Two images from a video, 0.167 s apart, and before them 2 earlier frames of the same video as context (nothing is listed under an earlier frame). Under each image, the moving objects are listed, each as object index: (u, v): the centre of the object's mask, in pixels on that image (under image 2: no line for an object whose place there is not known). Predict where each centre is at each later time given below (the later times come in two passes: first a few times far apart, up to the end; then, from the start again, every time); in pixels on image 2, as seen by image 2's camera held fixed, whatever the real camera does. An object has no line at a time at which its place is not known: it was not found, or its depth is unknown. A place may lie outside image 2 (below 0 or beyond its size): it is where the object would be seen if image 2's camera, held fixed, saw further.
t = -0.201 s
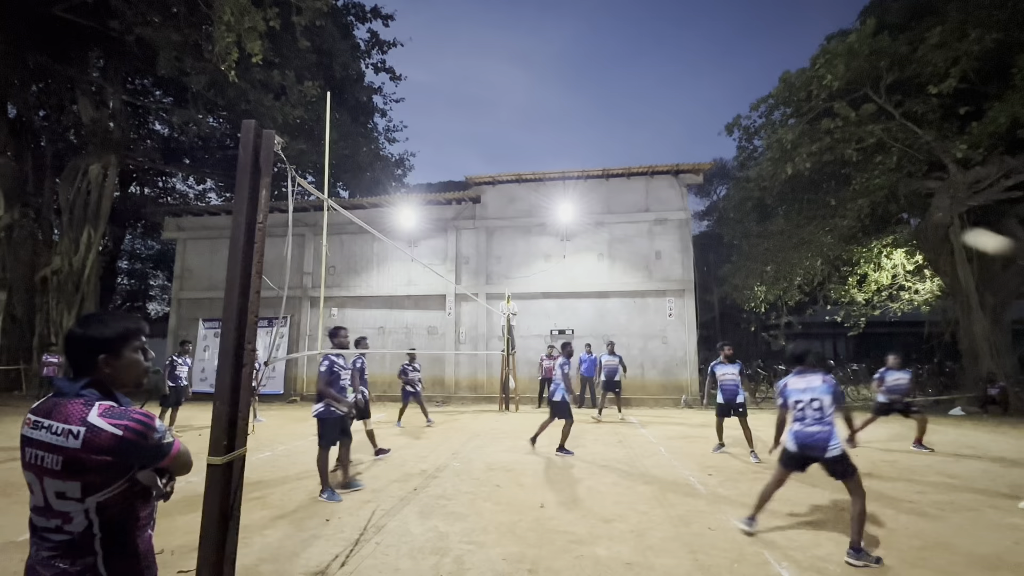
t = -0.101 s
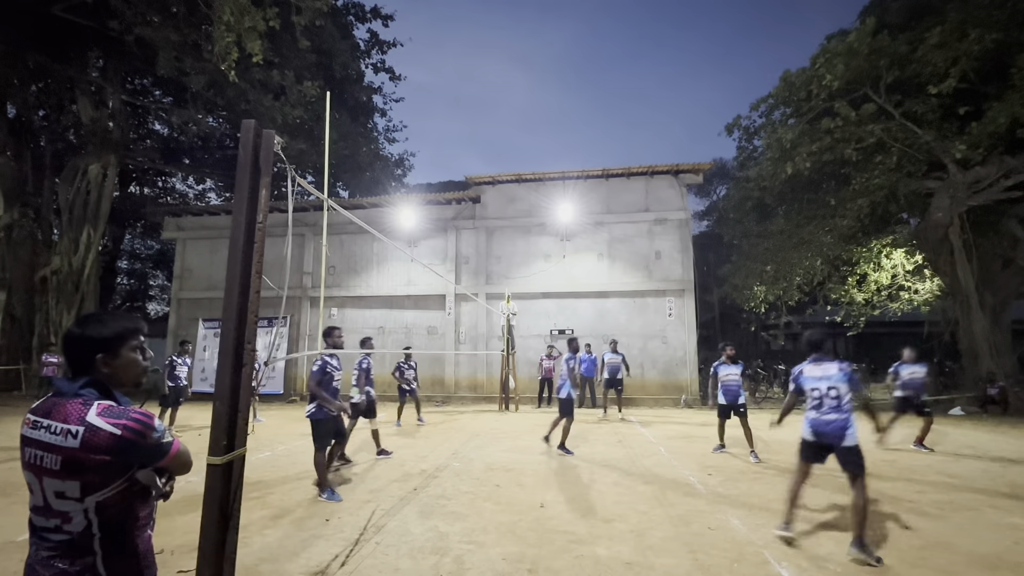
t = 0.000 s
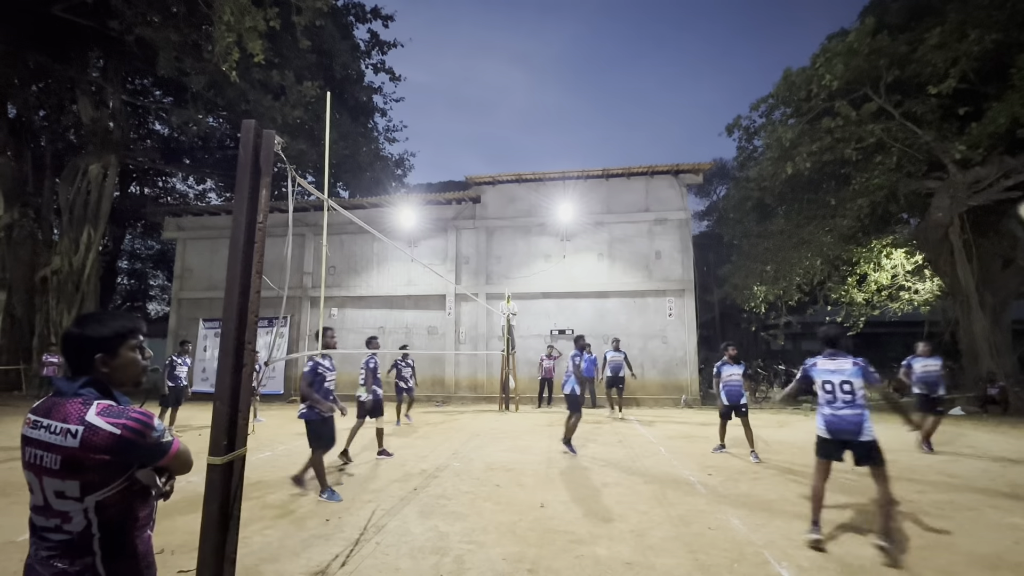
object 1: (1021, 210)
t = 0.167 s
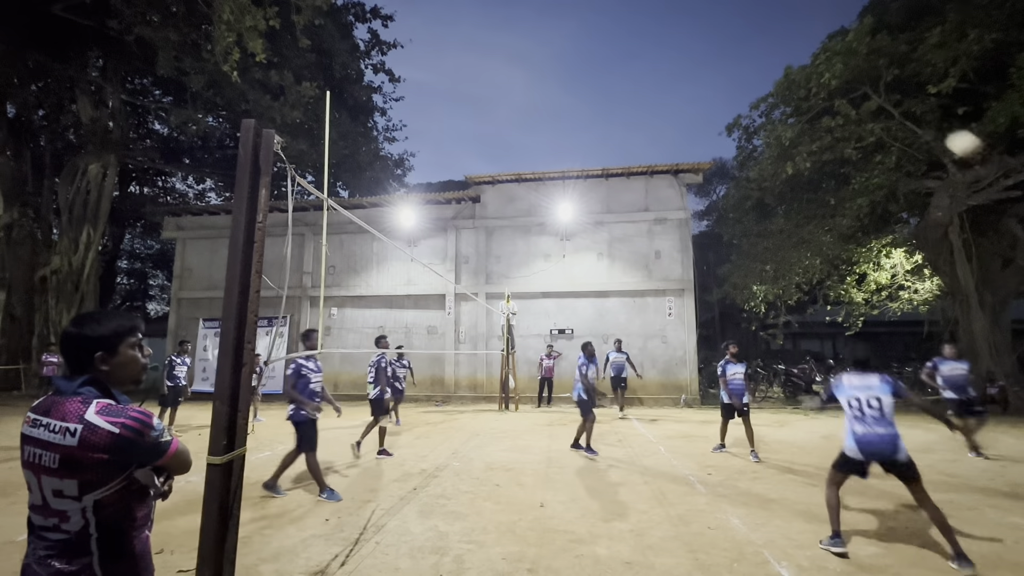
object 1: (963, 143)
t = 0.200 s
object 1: (949, 133)
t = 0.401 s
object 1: (877, 99)
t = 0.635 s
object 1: (807, 104)
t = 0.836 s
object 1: (759, 139)
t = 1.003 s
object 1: (722, 187)
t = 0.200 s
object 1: (949, 133)
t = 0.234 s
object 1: (936, 124)
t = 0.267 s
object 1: (924, 117)
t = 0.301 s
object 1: (911, 111)
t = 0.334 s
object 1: (899, 106)
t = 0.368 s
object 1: (888, 102)
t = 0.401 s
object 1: (877, 99)
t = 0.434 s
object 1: (867, 97)
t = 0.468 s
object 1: (856, 96)
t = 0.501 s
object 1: (845, 96)
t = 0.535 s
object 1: (836, 97)
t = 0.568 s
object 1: (826, 98)
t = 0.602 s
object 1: (816, 101)
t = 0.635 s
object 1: (807, 104)
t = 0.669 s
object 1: (799, 108)
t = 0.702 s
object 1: (790, 112)
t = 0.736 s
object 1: (782, 118)
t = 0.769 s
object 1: (774, 125)
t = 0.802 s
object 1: (766, 132)
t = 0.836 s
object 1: (759, 139)
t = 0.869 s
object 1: (751, 147)
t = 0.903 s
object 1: (743, 157)
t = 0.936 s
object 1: (736, 166)
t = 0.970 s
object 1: (729, 175)
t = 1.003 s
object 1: (722, 187)
